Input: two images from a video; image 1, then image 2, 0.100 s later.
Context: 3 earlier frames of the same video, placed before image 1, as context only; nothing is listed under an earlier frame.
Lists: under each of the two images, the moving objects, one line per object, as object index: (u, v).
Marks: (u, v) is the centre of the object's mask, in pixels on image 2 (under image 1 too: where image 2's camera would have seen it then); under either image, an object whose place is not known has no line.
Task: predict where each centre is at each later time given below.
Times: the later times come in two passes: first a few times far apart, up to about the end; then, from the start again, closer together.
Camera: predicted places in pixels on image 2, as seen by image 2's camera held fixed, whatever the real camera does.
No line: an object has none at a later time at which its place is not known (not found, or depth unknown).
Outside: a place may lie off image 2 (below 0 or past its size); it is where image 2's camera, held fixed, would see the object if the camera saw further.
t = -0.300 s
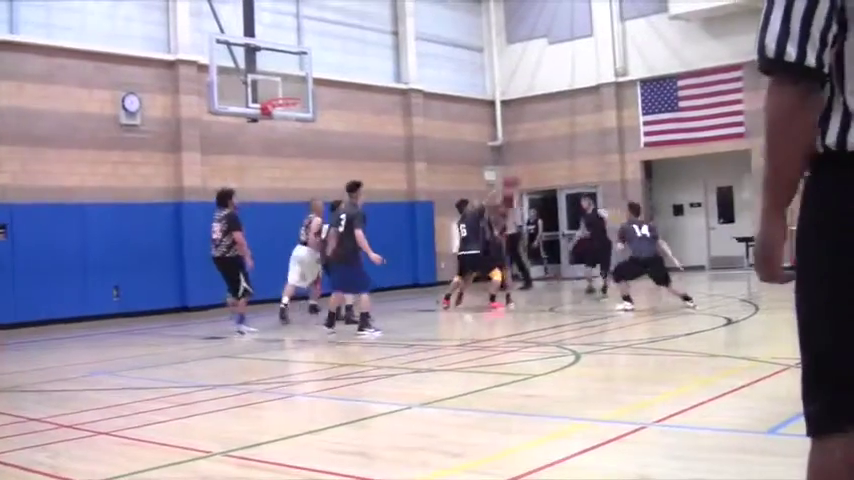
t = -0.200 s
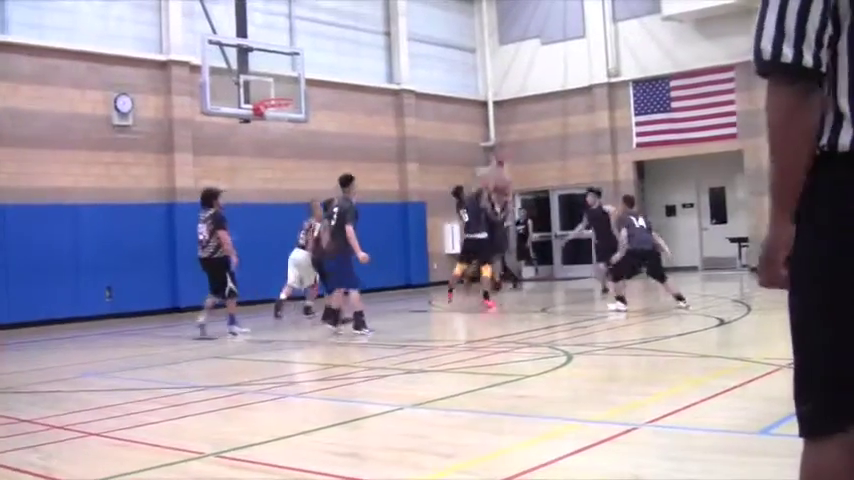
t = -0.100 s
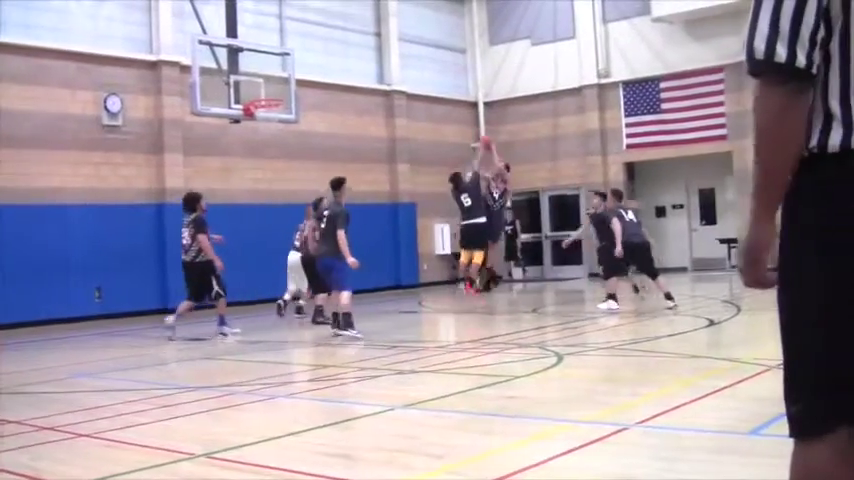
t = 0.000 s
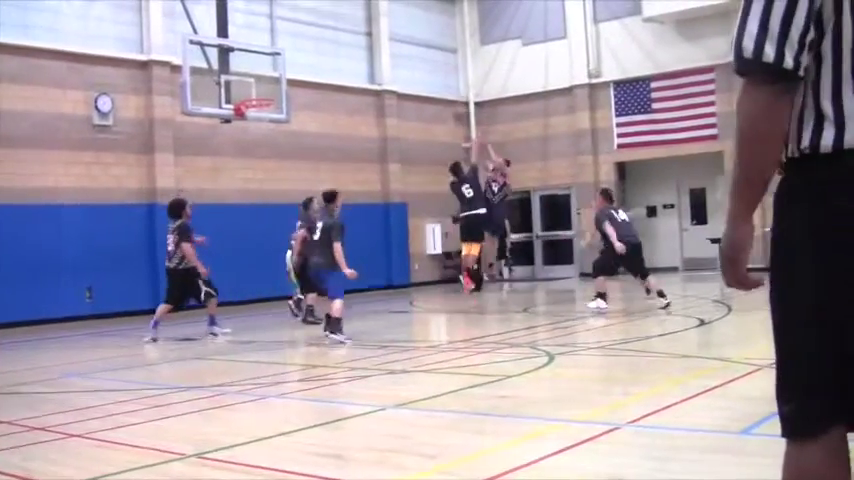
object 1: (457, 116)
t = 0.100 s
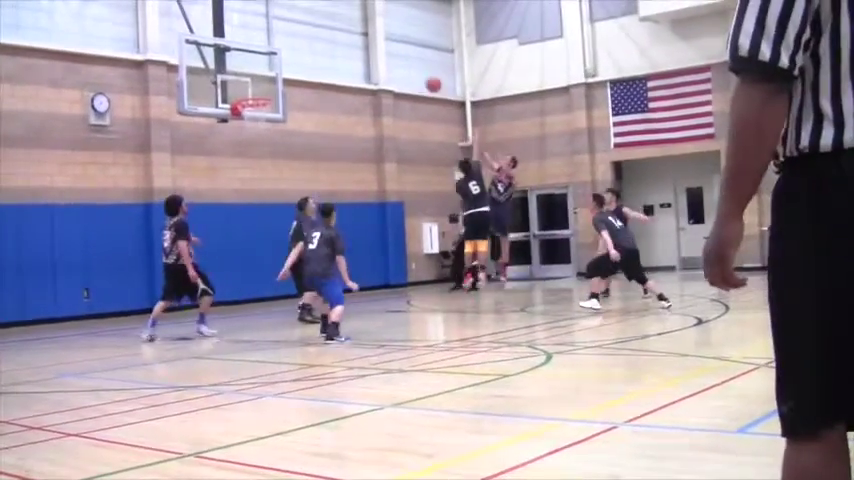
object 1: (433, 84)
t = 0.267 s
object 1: (393, 51)
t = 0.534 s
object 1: (327, 34)
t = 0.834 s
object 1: (254, 73)
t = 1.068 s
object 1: (206, 108)
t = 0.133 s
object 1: (425, 76)
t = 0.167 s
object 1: (417, 69)
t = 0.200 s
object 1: (409, 62)
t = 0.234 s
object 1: (401, 56)
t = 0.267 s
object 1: (393, 51)
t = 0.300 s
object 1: (383, 46)
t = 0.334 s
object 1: (376, 42)
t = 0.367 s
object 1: (367, 40)
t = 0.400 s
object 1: (359, 38)
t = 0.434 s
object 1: (351, 34)
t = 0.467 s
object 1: (343, 33)
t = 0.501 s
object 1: (335, 33)
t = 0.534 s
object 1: (327, 34)
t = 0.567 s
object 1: (318, 34)
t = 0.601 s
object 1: (311, 36)
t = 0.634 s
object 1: (302, 39)
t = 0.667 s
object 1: (294, 43)
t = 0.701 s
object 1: (286, 47)
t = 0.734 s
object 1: (278, 52)
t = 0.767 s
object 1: (270, 58)
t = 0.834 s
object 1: (254, 73)
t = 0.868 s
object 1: (245, 80)
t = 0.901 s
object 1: (238, 90)
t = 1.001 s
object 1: (220, 99)
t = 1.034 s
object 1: (213, 104)
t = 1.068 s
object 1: (206, 108)
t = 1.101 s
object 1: (203, 113)
